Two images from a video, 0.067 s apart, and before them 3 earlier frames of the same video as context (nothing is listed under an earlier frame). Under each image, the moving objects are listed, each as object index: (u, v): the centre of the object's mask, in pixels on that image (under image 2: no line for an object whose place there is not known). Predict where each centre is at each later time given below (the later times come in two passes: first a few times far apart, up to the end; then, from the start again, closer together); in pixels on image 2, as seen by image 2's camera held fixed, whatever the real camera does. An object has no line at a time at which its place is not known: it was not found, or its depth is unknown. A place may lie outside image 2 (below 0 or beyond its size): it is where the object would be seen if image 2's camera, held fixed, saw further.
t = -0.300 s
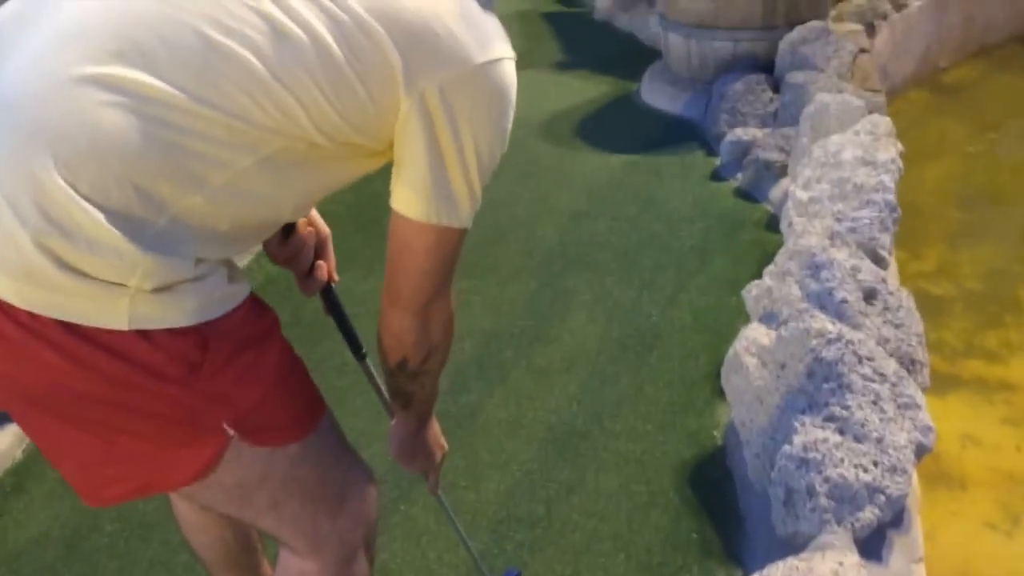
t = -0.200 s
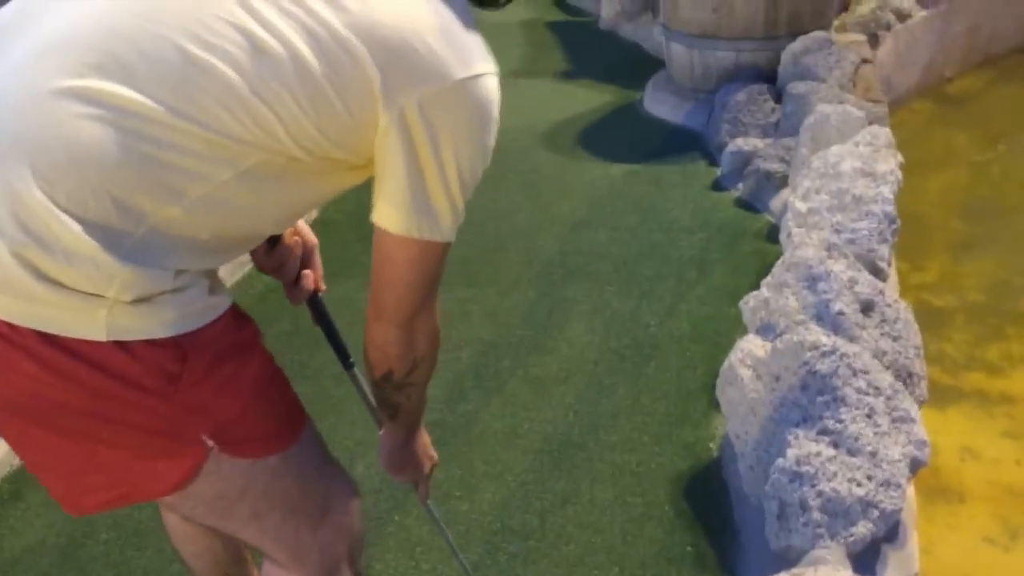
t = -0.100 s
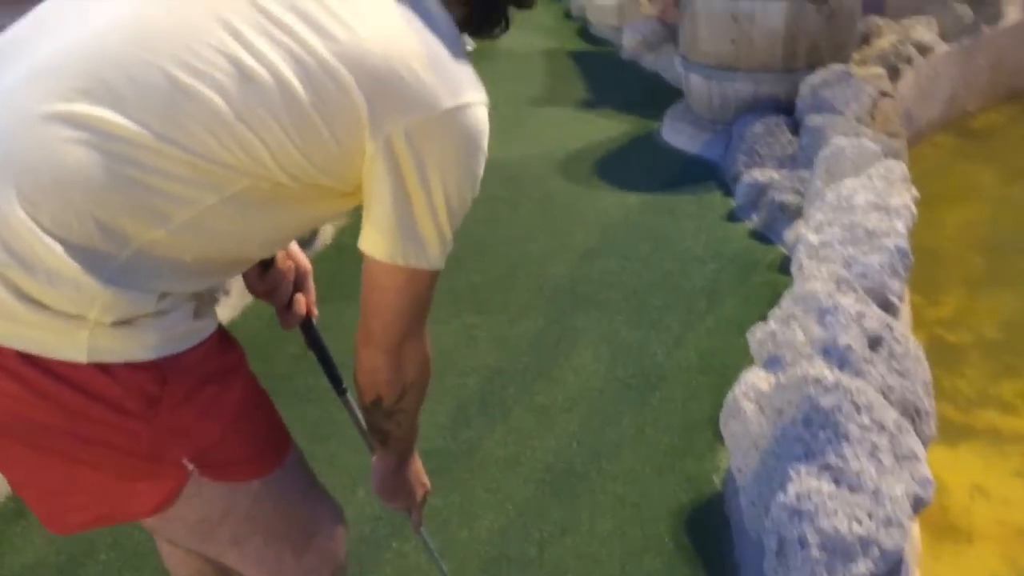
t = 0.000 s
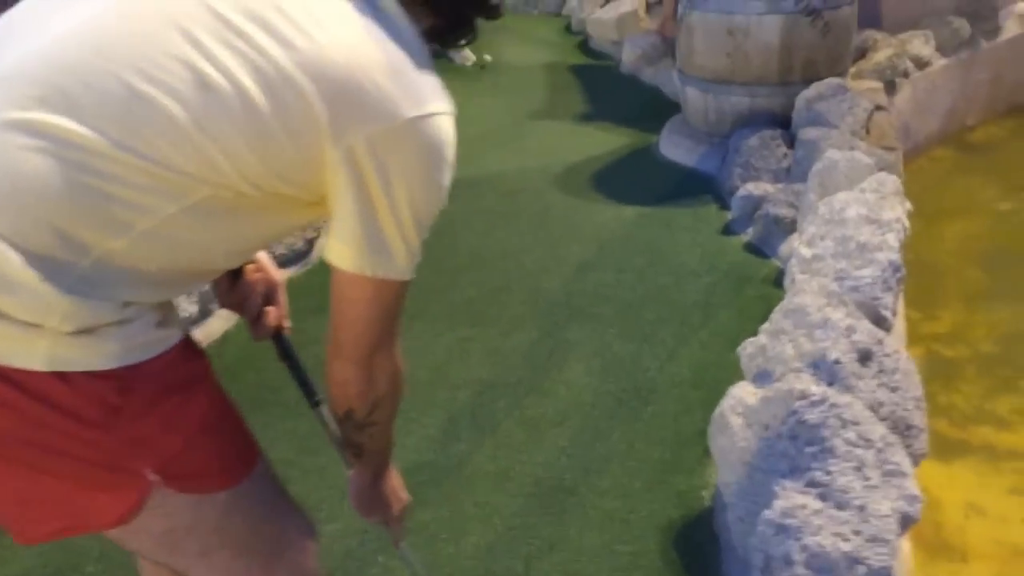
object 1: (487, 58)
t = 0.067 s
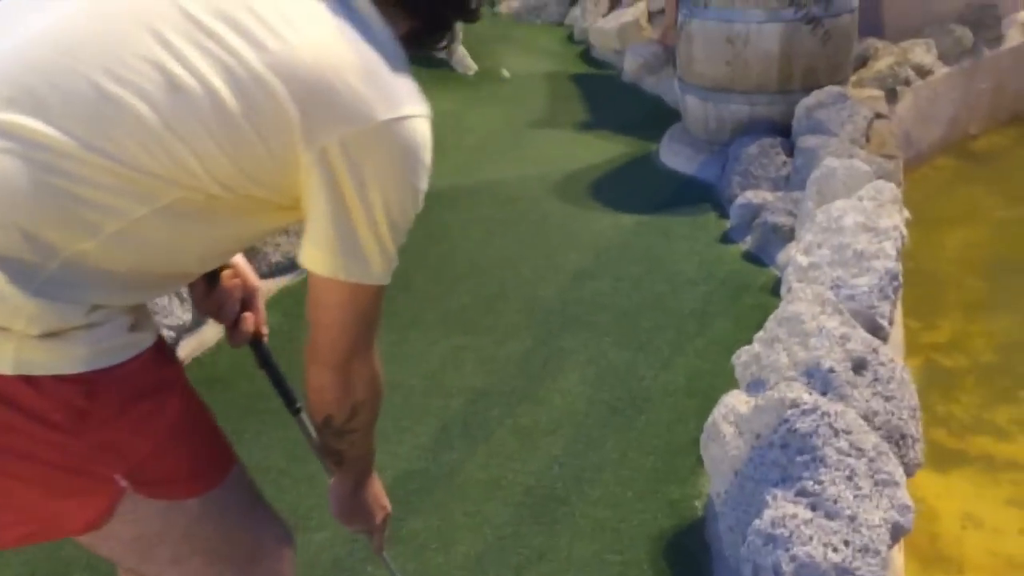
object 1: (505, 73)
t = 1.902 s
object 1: (561, 166)
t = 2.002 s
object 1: (547, 171)
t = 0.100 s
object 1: (512, 75)
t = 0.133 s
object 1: (520, 76)
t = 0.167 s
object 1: (528, 78)
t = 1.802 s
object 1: (575, 162)
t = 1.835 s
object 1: (571, 163)
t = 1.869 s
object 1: (566, 165)
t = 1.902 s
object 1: (561, 166)
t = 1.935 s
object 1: (557, 168)
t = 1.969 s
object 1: (552, 169)
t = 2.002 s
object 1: (547, 171)
